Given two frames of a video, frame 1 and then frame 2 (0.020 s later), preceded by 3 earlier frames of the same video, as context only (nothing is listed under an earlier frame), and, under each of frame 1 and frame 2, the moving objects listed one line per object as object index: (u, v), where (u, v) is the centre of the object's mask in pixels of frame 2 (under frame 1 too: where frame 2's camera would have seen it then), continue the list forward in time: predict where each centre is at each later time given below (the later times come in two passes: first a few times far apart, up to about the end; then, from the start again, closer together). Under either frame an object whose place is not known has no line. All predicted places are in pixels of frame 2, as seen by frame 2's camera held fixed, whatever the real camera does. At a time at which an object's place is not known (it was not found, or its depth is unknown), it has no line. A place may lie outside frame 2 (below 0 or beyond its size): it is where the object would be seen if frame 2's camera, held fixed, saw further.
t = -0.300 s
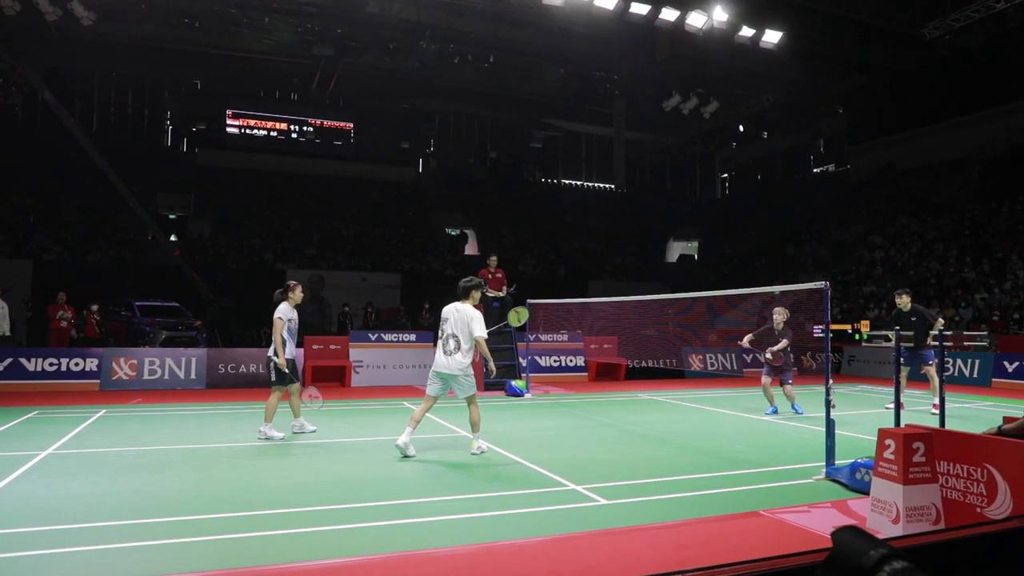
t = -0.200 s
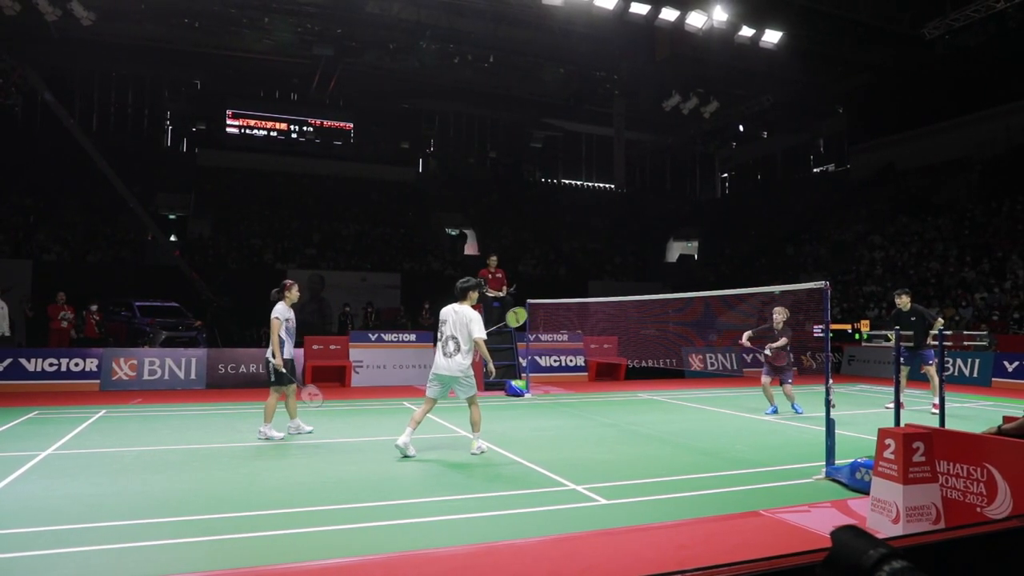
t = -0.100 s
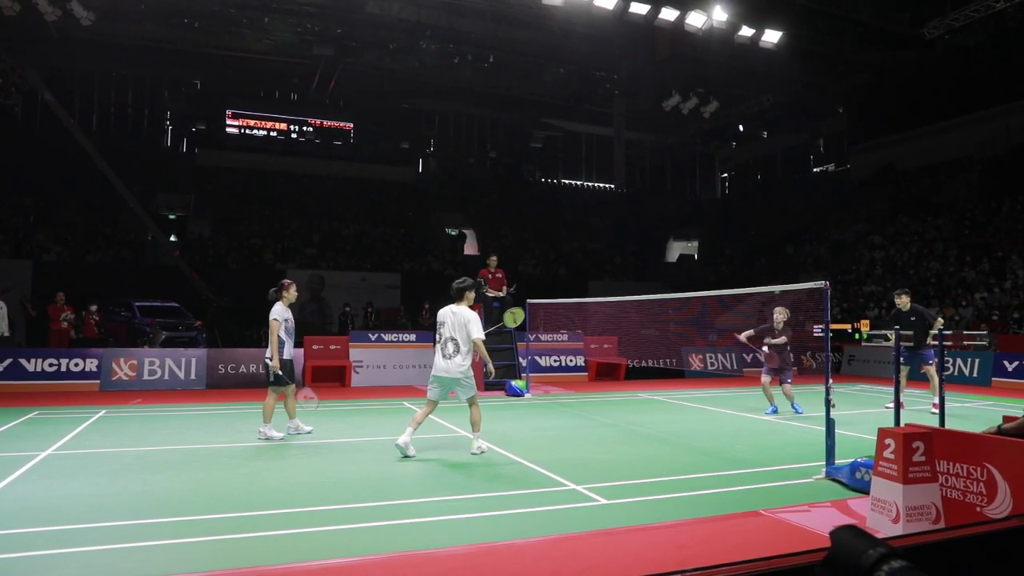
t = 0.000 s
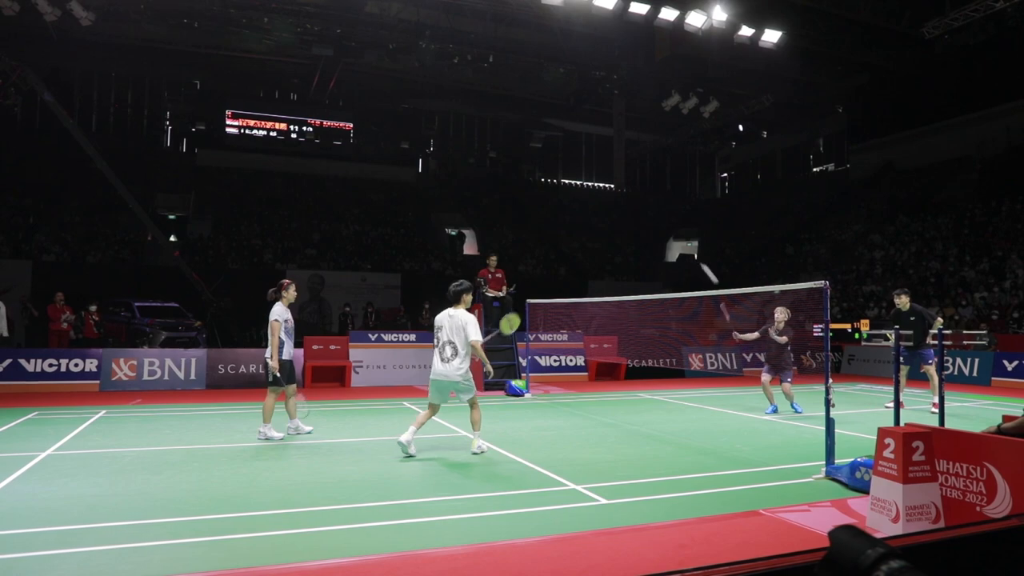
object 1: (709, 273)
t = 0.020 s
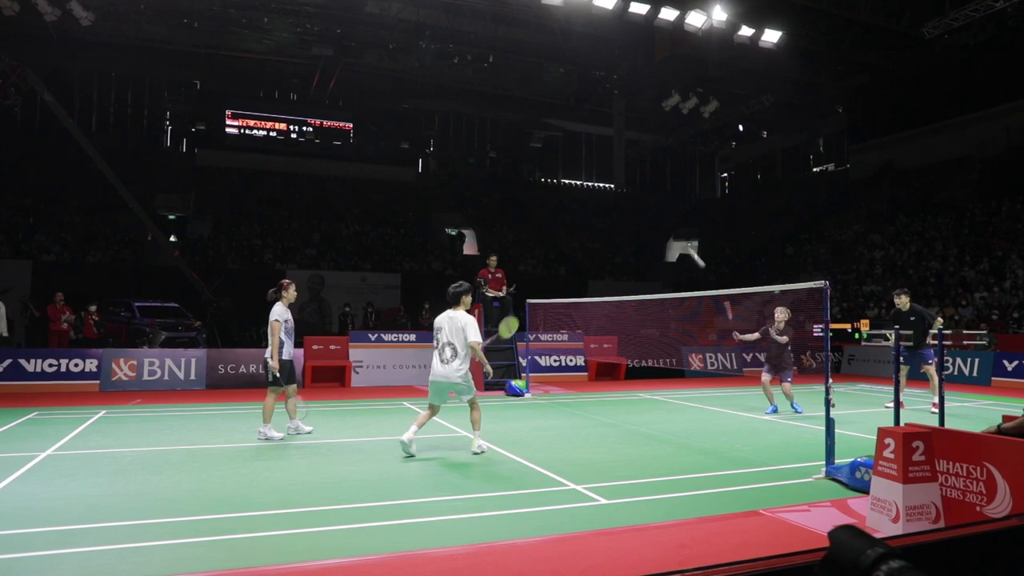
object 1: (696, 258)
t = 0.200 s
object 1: (595, 141)
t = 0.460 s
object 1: (468, 49)
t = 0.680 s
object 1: (366, 31)
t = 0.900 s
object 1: (266, 68)
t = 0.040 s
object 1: (683, 241)
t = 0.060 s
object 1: (672, 227)
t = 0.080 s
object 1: (659, 213)
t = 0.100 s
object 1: (648, 199)
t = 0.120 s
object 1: (637, 187)
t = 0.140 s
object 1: (626, 174)
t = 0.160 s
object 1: (615, 162)
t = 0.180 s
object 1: (605, 151)
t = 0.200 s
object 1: (595, 141)
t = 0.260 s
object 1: (564, 113)
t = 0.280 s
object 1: (554, 105)
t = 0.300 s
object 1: (544, 97)
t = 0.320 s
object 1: (534, 89)
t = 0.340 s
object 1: (525, 82)
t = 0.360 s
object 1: (515, 75)
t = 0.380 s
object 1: (506, 69)
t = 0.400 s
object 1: (496, 64)
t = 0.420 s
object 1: (487, 59)
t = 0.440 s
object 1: (477, 54)
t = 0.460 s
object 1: (468, 49)
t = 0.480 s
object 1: (459, 46)
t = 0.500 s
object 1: (449, 42)
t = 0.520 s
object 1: (440, 39)
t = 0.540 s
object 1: (431, 37)
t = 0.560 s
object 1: (421, 34)
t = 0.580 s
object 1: (412, 33)
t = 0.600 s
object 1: (403, 31)
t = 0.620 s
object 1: (393, 30)
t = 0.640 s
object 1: (384, 30)
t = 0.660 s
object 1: (375, 31)
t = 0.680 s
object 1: (366, 31)
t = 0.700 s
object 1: (356, 32)
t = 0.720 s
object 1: (347, 33)
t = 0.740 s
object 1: (338, 35)
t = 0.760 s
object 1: (329, 37)
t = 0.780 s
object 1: (320, 41)
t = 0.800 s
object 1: (311, 44)
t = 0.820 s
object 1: (302, 48)
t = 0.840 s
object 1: (293, 52)
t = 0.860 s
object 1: (284, 57)
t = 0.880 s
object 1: (275, 62)
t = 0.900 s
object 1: (266, 68)
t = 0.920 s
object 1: (258, 74)
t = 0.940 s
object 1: (249, 80)
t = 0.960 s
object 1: (241, 87)
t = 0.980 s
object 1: (233, 95)
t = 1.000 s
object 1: (224, 103)
